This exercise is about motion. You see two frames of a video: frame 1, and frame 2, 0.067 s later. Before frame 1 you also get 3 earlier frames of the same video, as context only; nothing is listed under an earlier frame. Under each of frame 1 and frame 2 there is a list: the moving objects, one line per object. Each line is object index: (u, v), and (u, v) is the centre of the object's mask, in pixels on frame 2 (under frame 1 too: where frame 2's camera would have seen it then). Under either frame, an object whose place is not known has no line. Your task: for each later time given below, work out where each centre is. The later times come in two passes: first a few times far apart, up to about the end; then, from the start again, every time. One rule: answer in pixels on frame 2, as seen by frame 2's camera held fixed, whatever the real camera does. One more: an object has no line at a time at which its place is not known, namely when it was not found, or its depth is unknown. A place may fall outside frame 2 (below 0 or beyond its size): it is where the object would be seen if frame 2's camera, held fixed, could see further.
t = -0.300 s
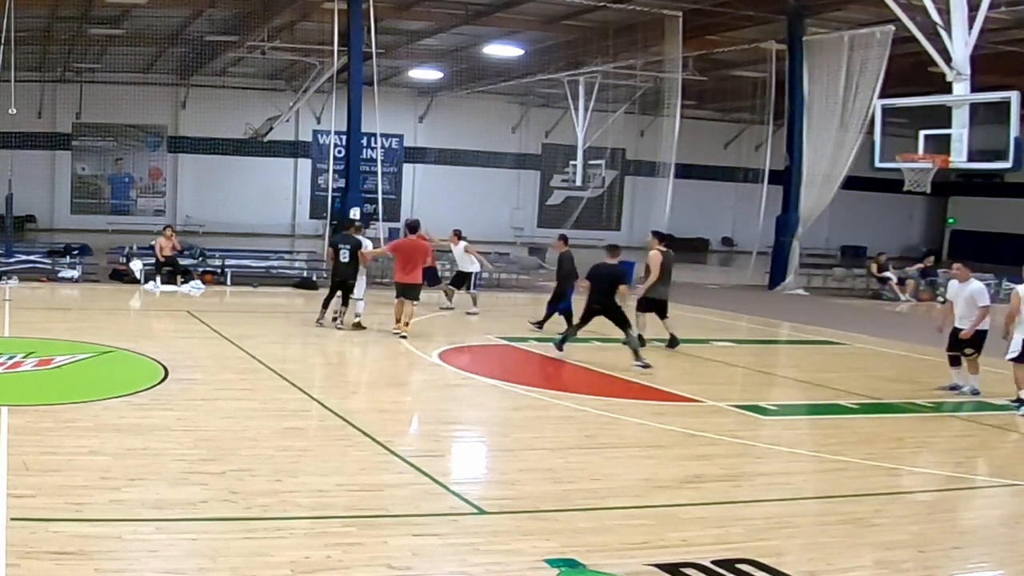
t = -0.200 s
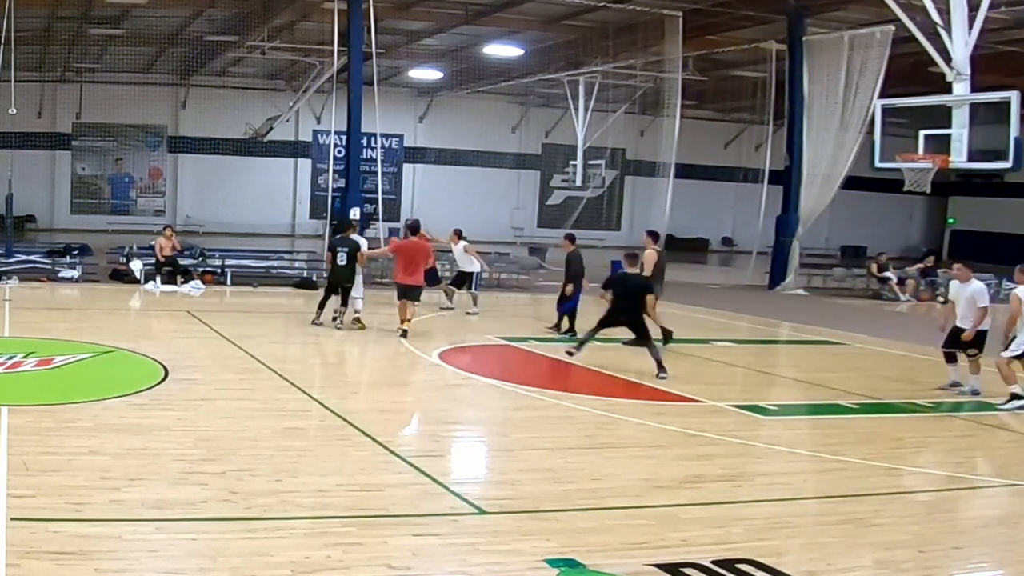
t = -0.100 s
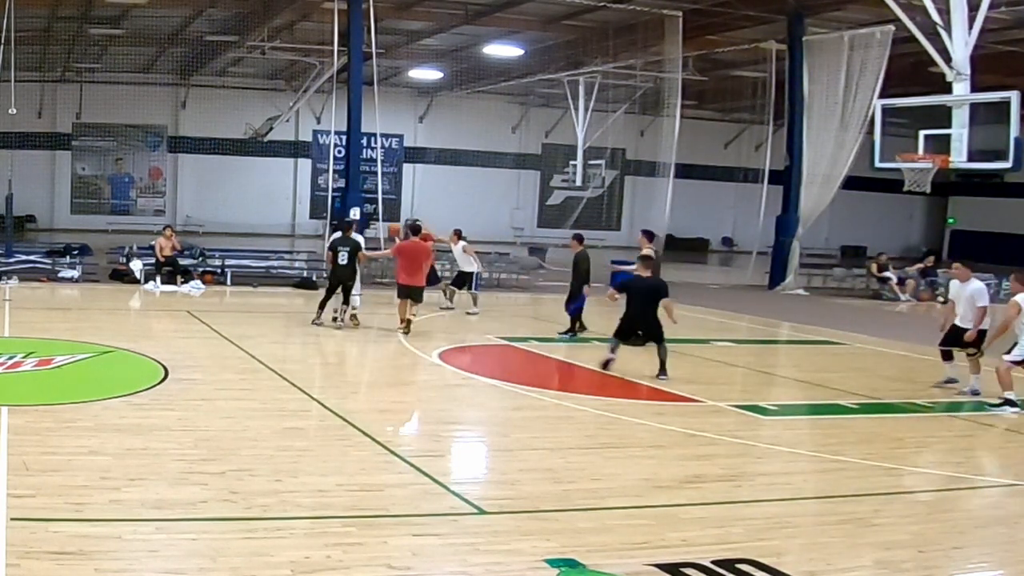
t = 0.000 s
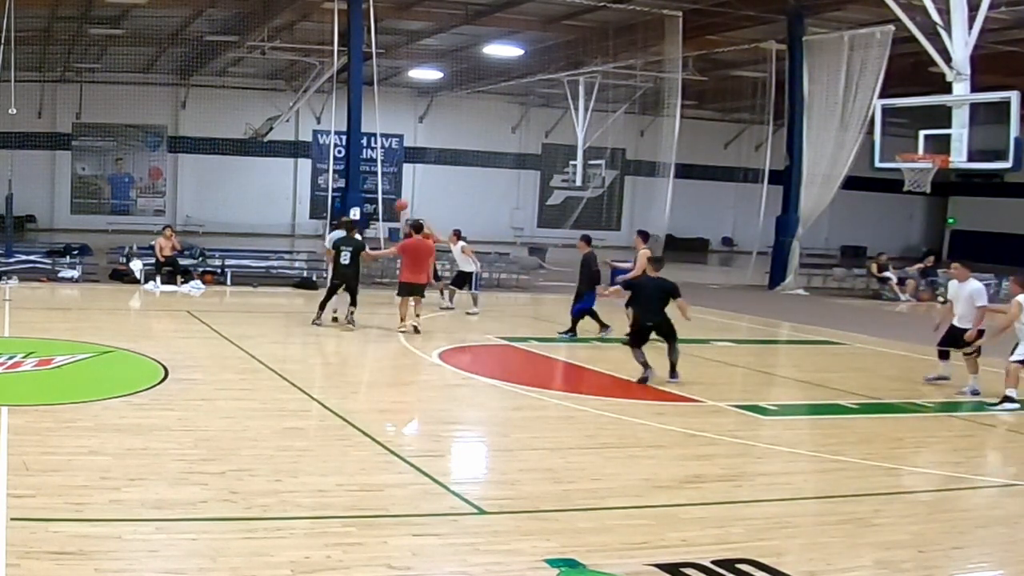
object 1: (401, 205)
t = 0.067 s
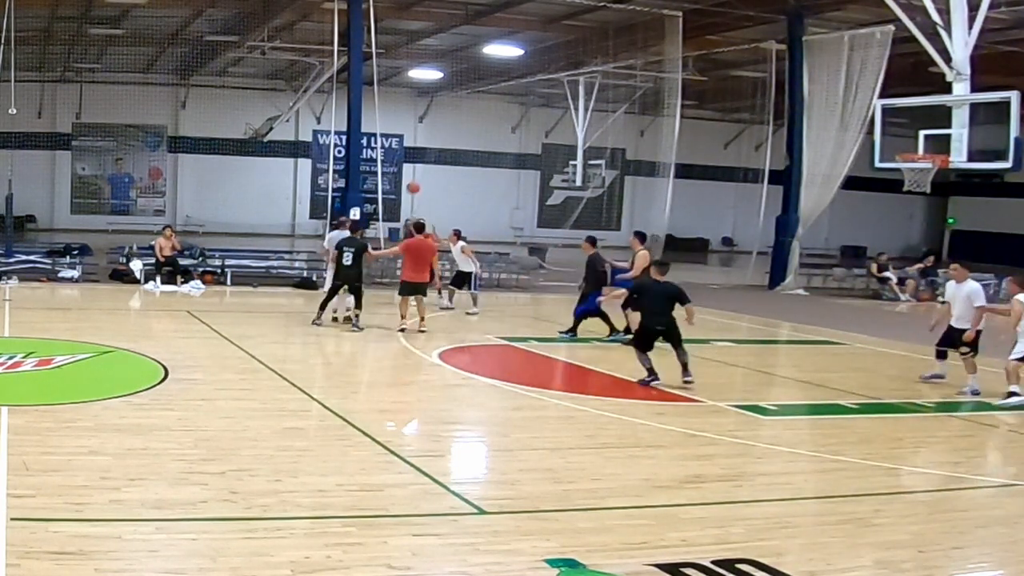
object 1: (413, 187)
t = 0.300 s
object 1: (460, 136)
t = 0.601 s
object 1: (539, 103)
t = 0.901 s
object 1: (654, 132)
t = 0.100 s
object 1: (419, 179)
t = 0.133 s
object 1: (425, 171)
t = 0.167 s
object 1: (432, 162)
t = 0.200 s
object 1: (439, 156)
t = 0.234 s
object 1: (446, 149)
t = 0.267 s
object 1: (452, 143)
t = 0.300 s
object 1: (460, 136)
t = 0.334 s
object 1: (467, 130)
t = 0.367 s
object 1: (476, 125)
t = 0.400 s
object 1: (484, 119)
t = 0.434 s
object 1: (492, 116)
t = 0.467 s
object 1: (501, 112)
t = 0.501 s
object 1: (510, 109)
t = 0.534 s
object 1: (519, 106)
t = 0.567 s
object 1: (529, 104)
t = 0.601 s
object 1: (539, 103)
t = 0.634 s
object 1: (550, 102)
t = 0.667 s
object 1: (560, 103)
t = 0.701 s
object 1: (571, 104)
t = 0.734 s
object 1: (584, 106)
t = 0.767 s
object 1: (597, 109)
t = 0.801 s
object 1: (611, 113)
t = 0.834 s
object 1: (624, 118)
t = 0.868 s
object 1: (639, 125)
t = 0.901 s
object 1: (654, 132)
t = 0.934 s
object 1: (671, 142)
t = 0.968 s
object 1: (688, 153)
